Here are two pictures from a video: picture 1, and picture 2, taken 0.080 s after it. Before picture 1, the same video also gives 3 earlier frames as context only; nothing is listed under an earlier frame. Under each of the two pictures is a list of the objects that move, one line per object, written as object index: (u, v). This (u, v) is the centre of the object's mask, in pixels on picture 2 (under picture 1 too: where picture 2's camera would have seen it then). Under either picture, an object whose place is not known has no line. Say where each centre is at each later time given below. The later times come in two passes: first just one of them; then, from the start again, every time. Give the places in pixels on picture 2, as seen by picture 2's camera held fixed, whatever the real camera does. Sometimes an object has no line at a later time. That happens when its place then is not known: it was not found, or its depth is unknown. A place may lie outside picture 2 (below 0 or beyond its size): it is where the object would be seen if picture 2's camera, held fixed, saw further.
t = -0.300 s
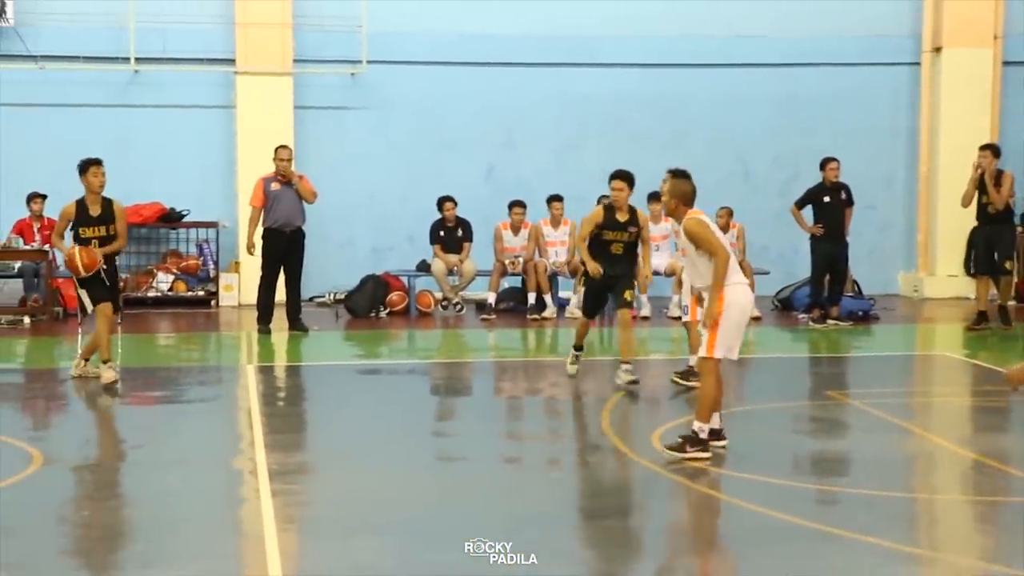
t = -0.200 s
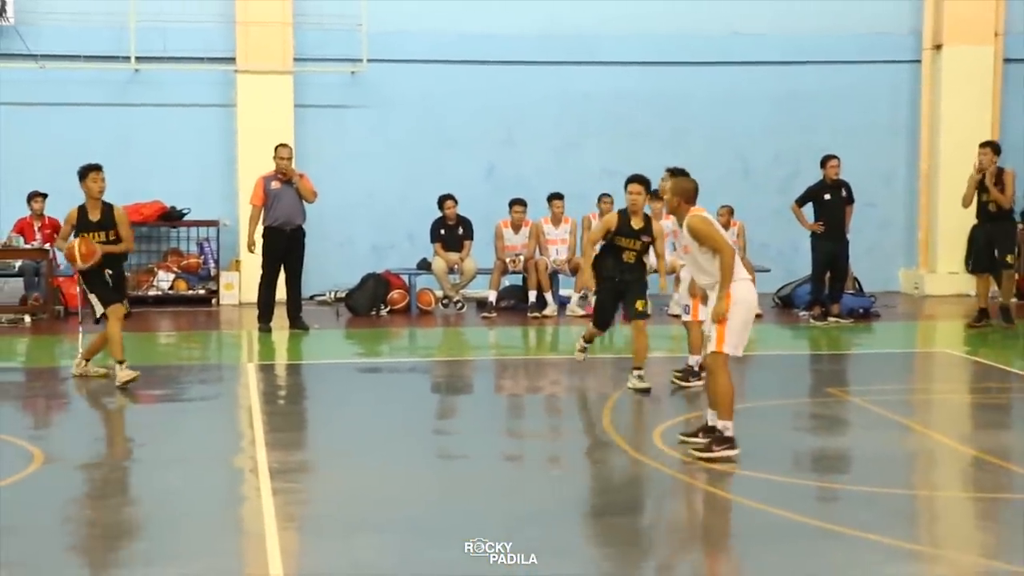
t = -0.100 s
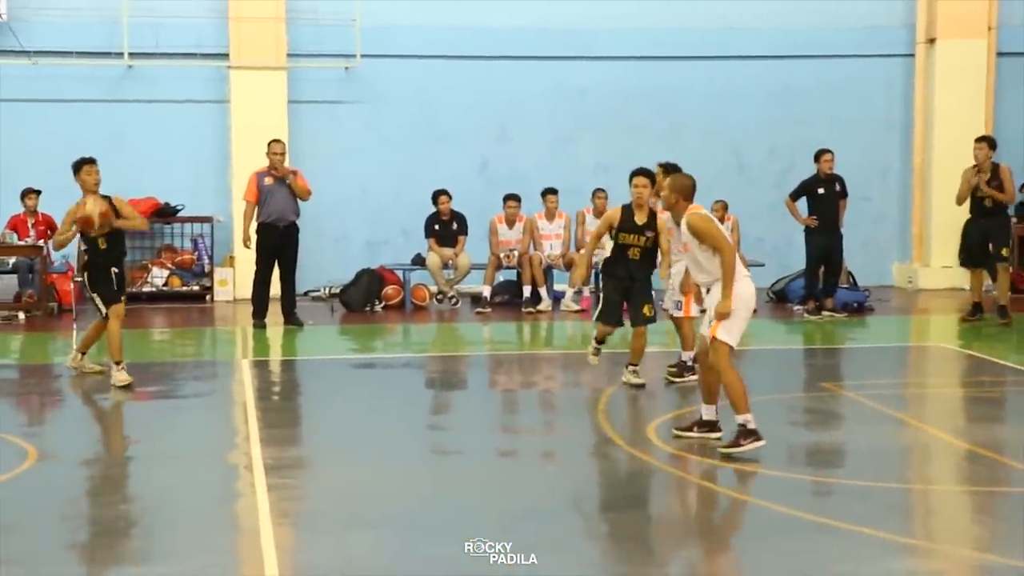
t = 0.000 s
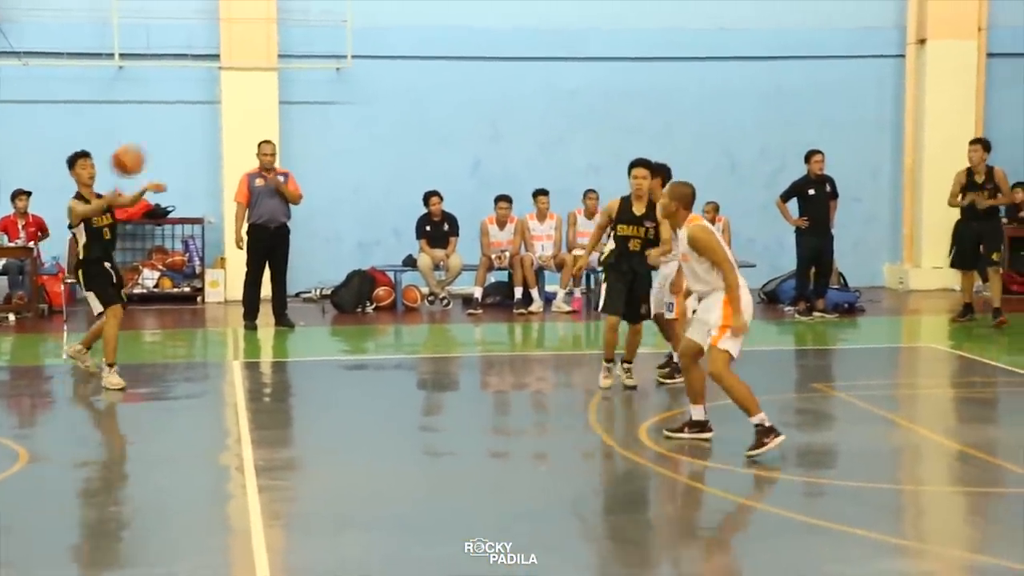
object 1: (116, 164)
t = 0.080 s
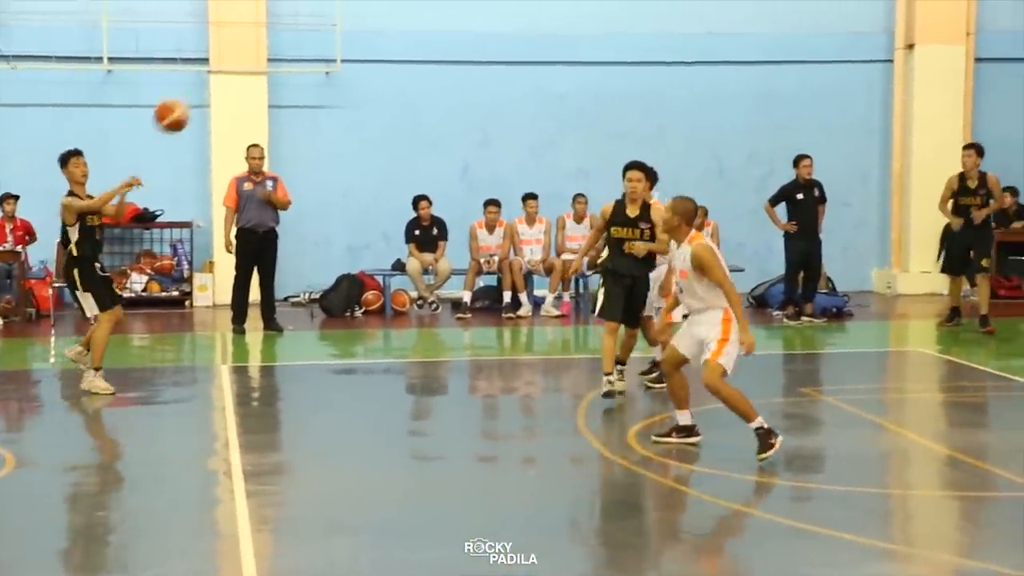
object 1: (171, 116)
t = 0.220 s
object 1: (280, 43)
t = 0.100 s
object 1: (186, 104)
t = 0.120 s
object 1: (199, 93)
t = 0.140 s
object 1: (215, 83)
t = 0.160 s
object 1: (231, 71)
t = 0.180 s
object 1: (247, 62)
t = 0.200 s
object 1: (264, 52)
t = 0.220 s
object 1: (280, 43)
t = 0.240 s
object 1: (297, 34)
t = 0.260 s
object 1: (315, 25)
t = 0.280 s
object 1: (333, 17)
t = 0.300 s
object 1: (351, 9)
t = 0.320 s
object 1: (370, 2)
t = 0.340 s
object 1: (390, -5)
